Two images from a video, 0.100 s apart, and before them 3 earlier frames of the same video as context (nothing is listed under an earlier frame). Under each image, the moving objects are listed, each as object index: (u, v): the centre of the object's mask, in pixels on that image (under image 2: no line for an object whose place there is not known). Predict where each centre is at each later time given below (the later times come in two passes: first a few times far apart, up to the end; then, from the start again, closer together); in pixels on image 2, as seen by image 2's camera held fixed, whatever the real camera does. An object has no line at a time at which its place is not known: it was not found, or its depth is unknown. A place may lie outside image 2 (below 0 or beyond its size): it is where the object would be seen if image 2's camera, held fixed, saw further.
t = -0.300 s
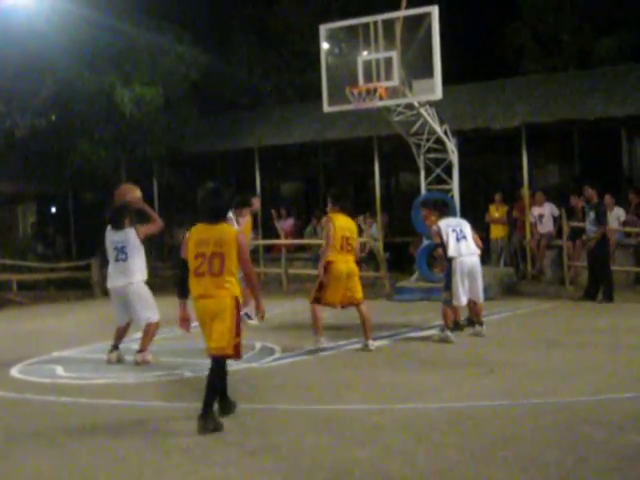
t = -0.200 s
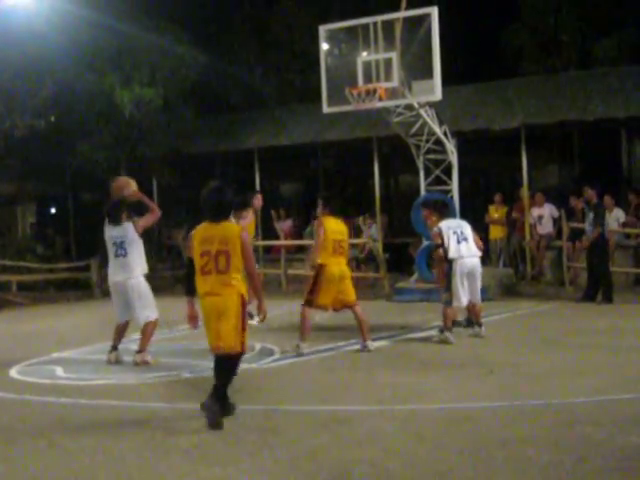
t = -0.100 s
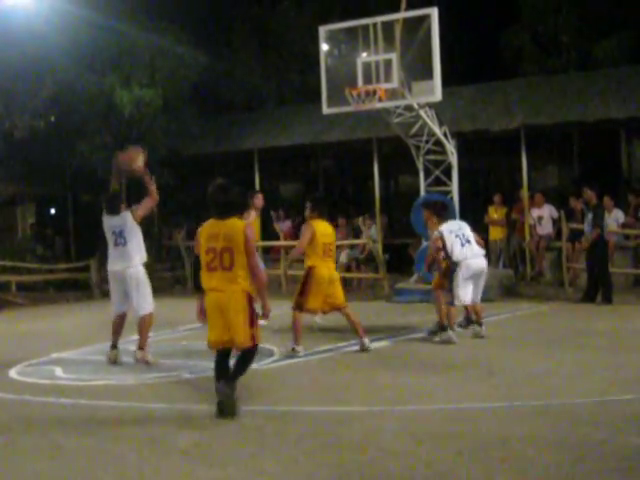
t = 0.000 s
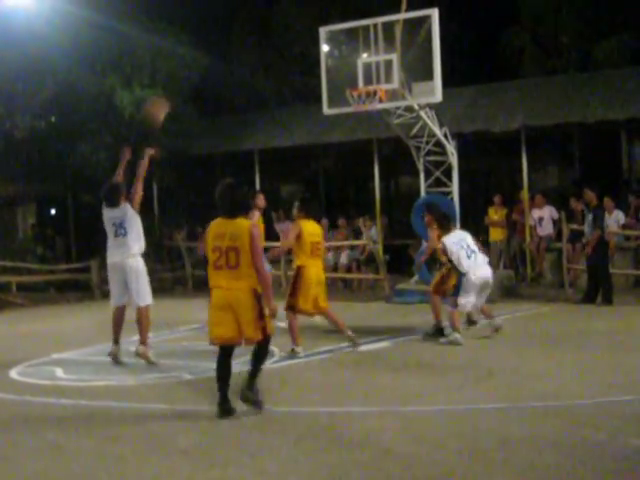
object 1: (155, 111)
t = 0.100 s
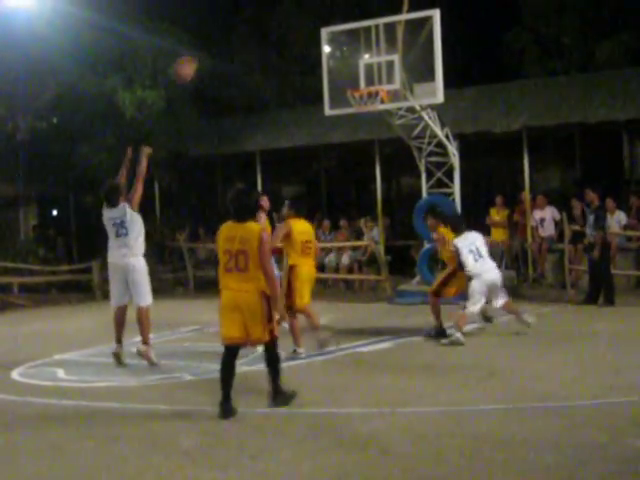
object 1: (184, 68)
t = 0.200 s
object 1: (210, 38)
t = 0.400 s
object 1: (256, 8)
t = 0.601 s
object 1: (300, 10)
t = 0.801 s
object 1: (341, 40)
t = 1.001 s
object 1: (369, 87)
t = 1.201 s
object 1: (354, 102)
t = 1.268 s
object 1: (354, 107)
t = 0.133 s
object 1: (193, 57)
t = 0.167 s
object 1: (202, 47)
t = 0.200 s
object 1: (210, 38)
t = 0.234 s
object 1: (217, 30)
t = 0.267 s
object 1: (226, 23)
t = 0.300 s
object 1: (233, 17)
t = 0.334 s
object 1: (241, 12)
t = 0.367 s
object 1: (249, 9)
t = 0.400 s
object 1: (256, 8)
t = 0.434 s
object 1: (264, 7)
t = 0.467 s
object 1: (271, 6)
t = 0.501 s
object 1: (278, 6)
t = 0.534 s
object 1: (286, 7)
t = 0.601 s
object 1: (300, 10)
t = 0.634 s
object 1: (307, 13)
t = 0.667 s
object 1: (313, 17)
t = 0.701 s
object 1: (320, 22)
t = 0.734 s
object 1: (326, 28)
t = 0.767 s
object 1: (337, 36)
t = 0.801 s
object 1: (341, 40)
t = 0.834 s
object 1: (347, 49)
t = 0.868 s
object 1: (353, 58)
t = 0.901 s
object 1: (359, 68)
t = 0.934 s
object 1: (367, 79)
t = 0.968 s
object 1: (368, 84)
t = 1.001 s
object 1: (369, 87)
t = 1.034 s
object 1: (371, 89)
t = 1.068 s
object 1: (372, 90)
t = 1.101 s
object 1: (371, 91)
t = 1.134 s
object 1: (371, 95)
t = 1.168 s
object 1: (355, 102)
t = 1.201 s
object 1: (354, 102)
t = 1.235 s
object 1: (354, 103)
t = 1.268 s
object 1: (354, 107)
